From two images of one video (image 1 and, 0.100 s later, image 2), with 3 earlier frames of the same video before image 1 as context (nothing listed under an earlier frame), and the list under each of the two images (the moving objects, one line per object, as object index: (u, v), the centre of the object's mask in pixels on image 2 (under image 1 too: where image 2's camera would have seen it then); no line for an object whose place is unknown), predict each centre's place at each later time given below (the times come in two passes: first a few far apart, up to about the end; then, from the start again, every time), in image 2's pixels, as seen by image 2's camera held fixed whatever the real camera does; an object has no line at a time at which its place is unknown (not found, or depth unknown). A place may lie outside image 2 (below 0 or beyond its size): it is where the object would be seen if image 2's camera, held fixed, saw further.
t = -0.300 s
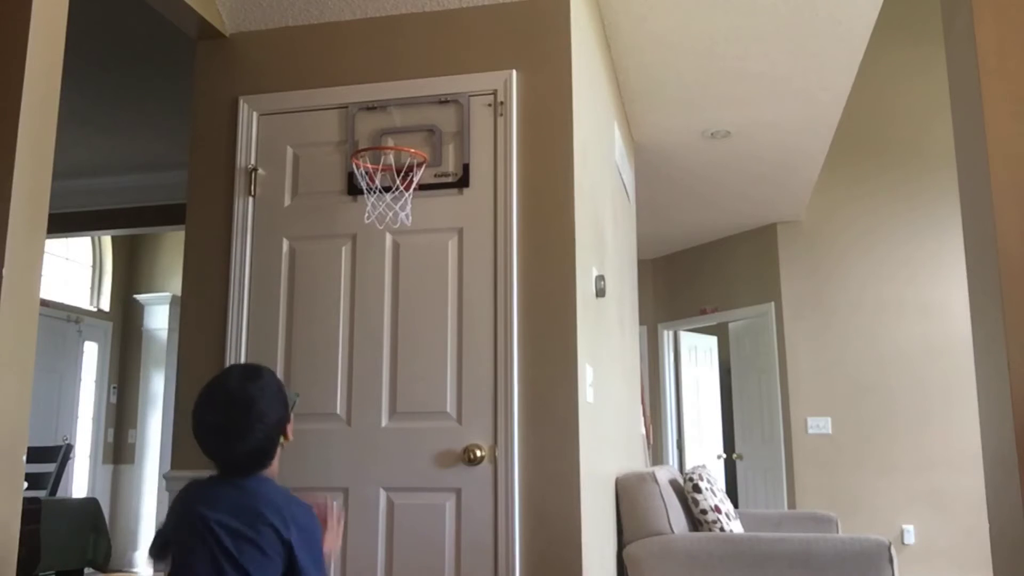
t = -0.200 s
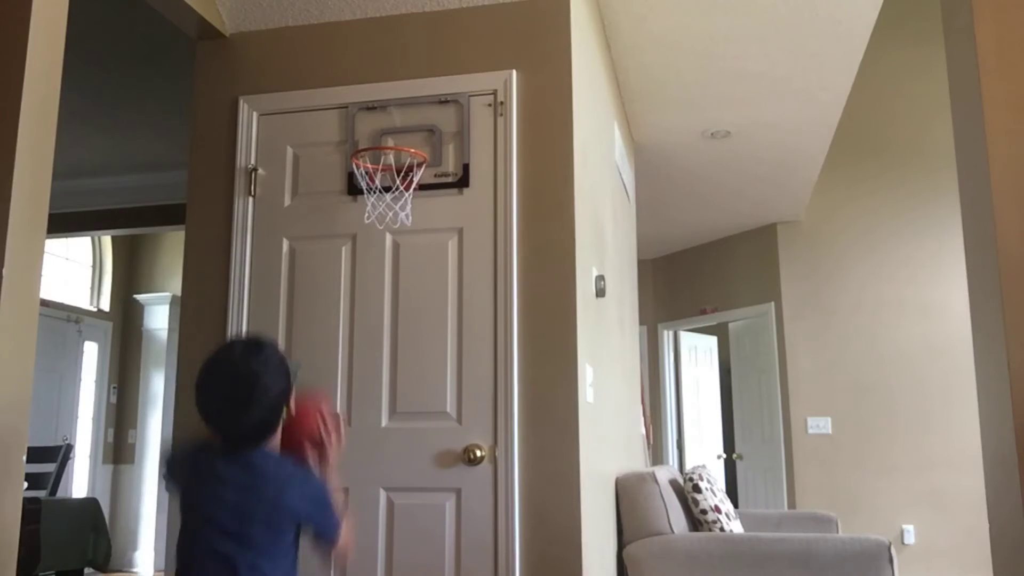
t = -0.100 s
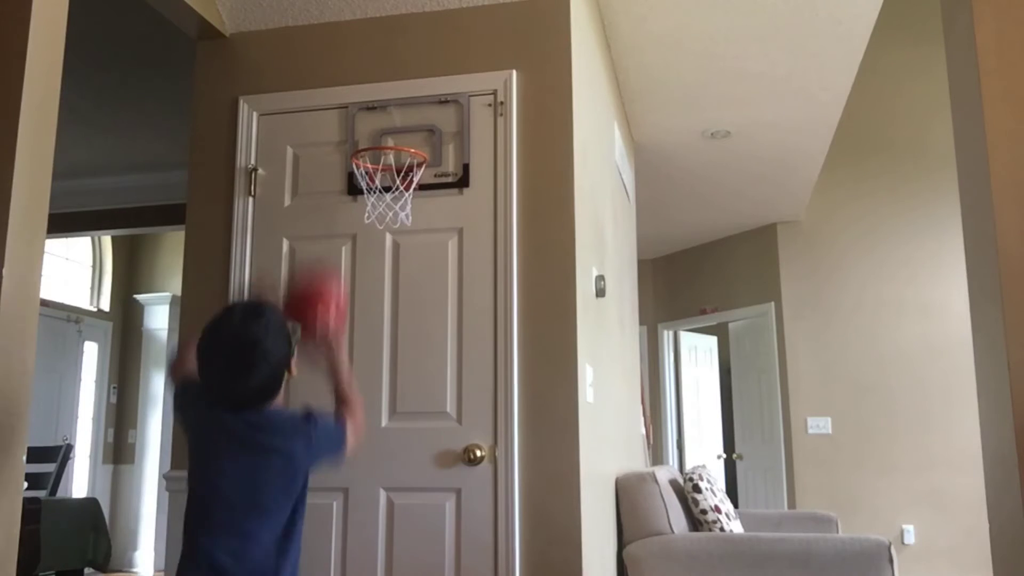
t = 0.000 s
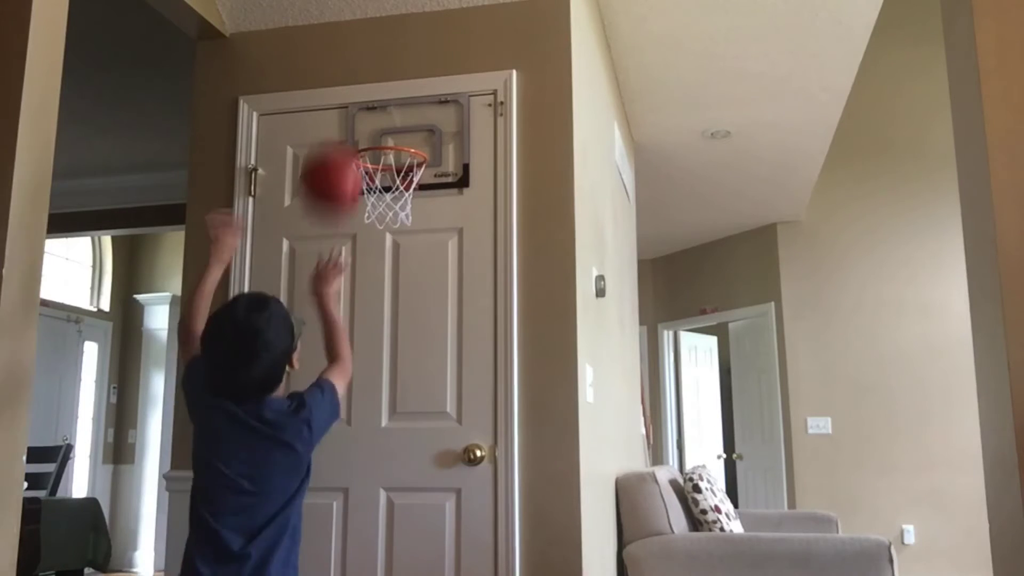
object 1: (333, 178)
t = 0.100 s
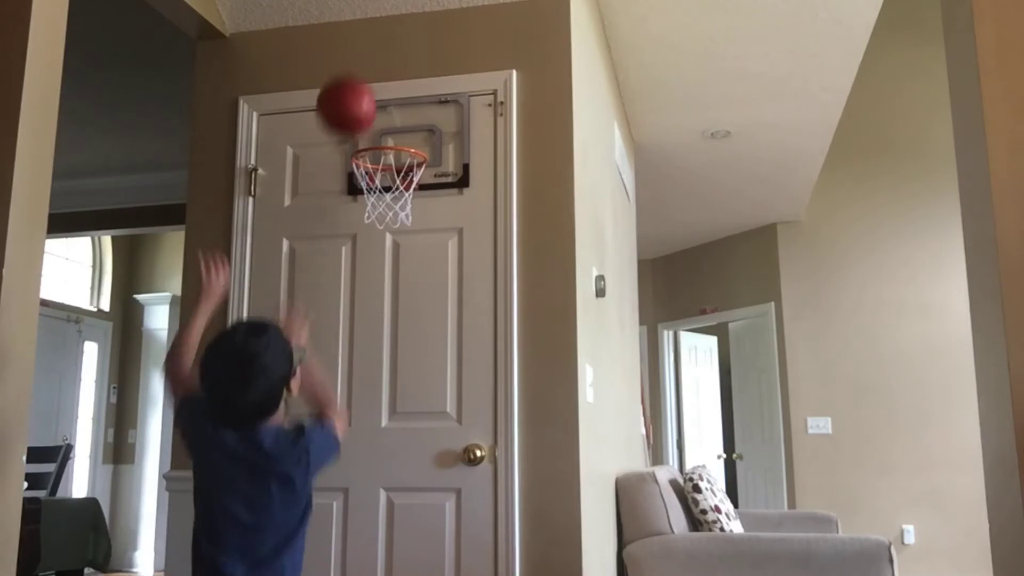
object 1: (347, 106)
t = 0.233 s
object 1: (360, 75)
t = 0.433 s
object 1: (374, 132)
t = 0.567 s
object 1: (385, 173)
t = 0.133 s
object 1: (351, 91)
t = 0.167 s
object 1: (354, 82)
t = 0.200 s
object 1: (357, 77)
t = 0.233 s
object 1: (360, 75)
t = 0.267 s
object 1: (363, 77)
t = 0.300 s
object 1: (365, 82)
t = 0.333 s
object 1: (368, 90)
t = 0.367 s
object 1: (370, 102)
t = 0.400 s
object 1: (373, 117)
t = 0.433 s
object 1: (374, 132)
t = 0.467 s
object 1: (377, 139)
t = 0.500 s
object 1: (379, 147)
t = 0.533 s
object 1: (384, 163)
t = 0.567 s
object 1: (385, 173)
